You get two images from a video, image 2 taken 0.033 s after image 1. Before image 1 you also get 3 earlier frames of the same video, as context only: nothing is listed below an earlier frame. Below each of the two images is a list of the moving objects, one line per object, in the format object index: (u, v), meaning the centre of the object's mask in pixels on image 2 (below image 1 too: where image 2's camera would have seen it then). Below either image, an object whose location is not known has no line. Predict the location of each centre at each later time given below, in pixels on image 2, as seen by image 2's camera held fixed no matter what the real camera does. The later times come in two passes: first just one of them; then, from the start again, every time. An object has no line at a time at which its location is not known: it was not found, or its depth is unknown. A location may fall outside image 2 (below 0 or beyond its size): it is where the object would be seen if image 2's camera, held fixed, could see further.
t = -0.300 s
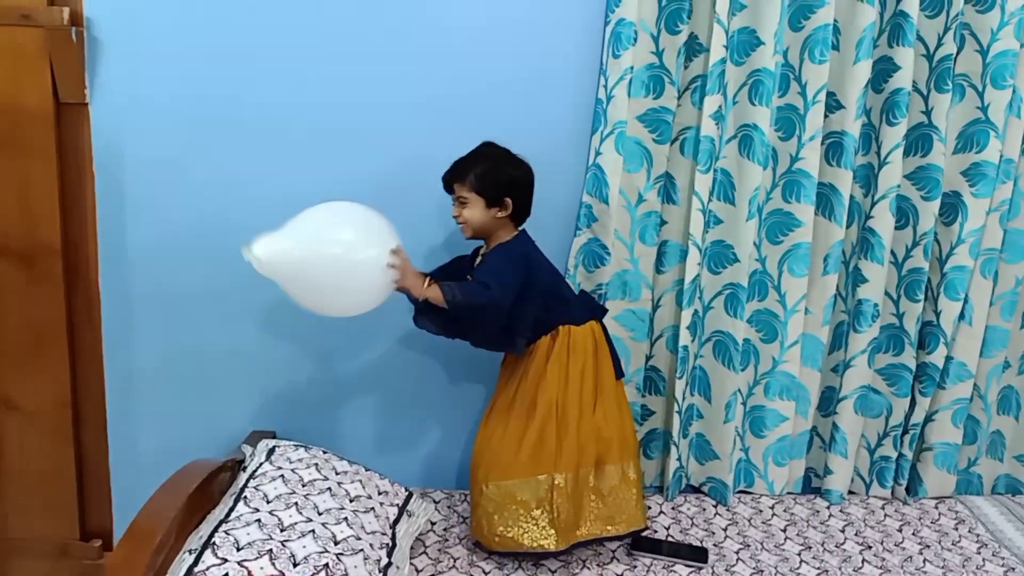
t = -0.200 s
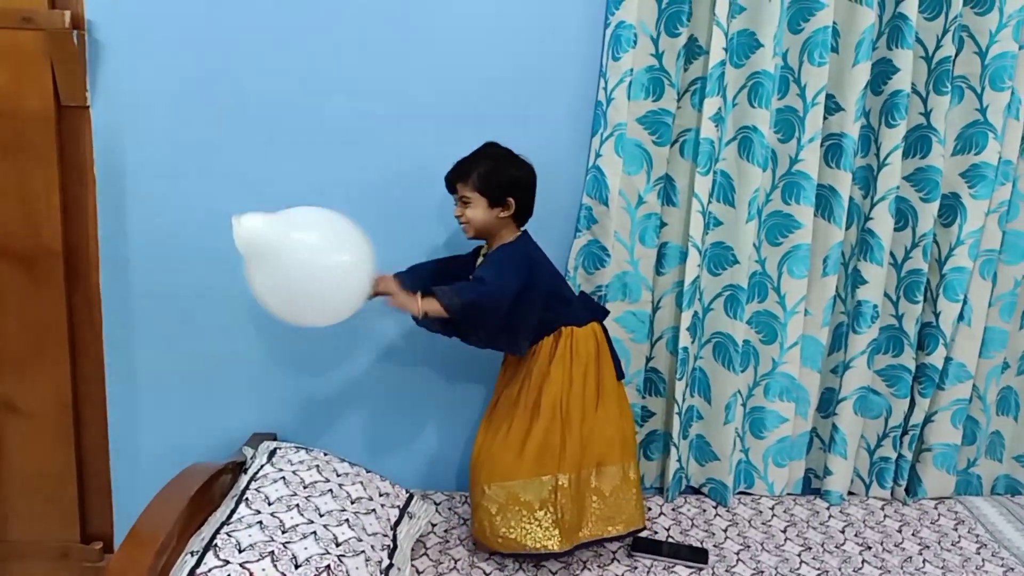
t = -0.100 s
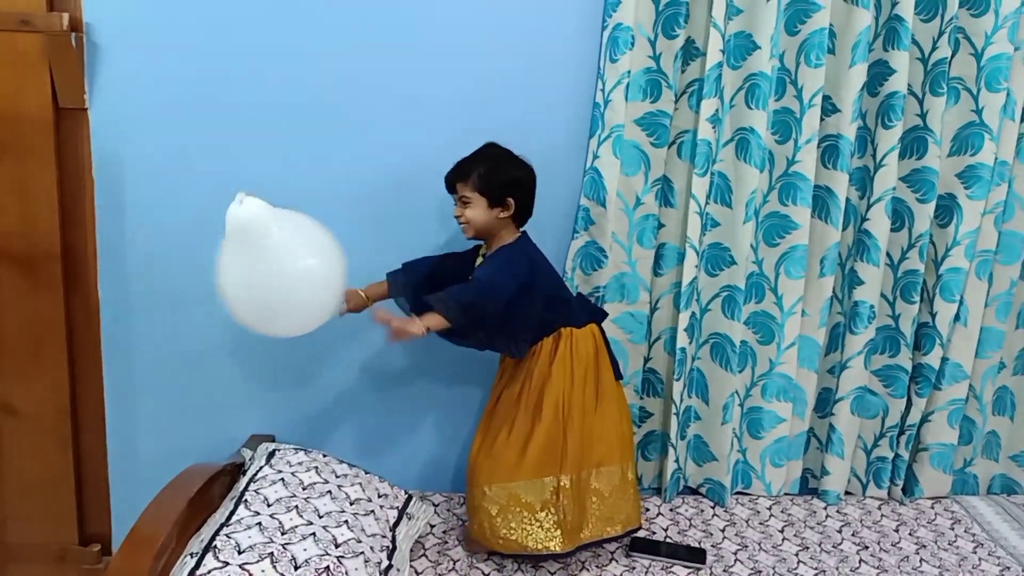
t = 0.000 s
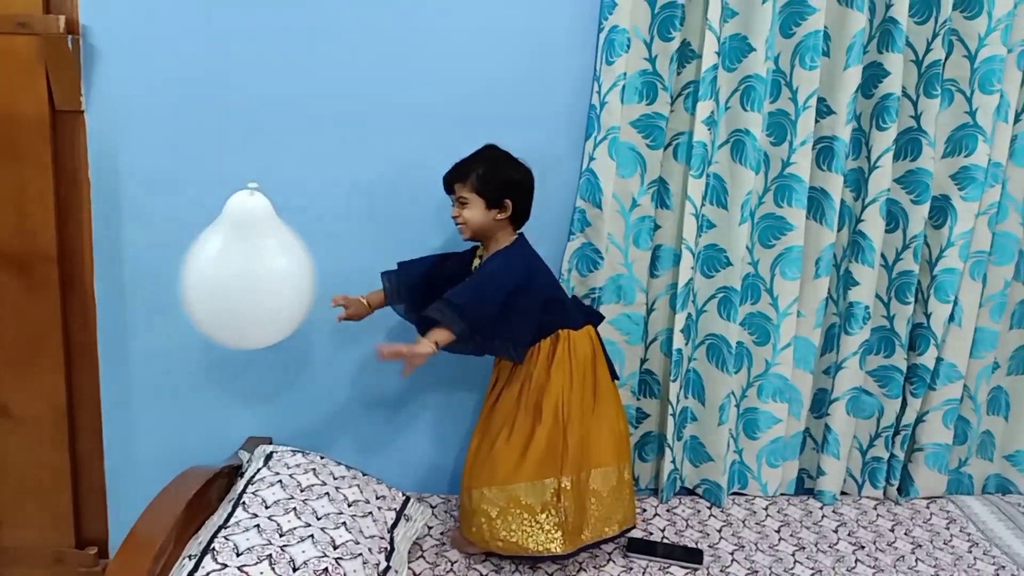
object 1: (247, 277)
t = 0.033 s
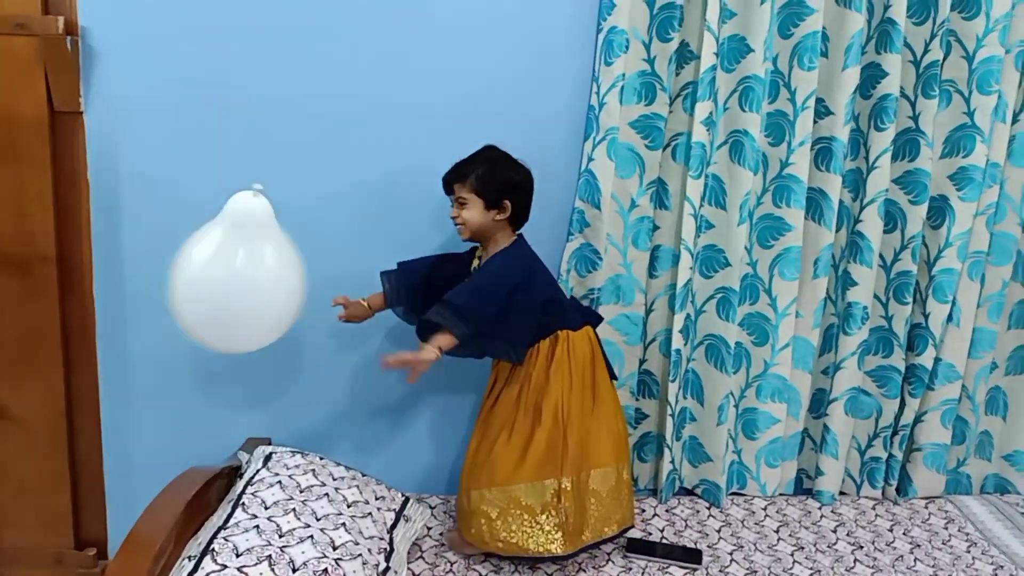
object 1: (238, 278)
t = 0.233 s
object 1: (182, 294)
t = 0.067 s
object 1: (230, 280)
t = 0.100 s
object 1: (221, 282)
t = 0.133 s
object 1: (211, 285)
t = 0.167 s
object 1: (202, 288)
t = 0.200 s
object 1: (192, 291)
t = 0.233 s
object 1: (182, 294)
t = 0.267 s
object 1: (172, 297)
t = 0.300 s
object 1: (162, 301)
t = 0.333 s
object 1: (152, 304)
